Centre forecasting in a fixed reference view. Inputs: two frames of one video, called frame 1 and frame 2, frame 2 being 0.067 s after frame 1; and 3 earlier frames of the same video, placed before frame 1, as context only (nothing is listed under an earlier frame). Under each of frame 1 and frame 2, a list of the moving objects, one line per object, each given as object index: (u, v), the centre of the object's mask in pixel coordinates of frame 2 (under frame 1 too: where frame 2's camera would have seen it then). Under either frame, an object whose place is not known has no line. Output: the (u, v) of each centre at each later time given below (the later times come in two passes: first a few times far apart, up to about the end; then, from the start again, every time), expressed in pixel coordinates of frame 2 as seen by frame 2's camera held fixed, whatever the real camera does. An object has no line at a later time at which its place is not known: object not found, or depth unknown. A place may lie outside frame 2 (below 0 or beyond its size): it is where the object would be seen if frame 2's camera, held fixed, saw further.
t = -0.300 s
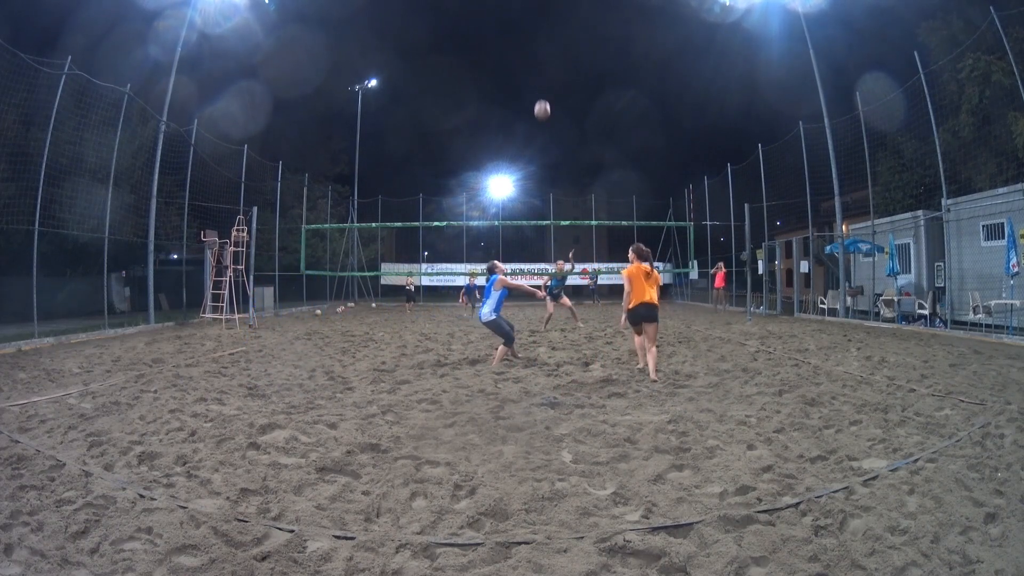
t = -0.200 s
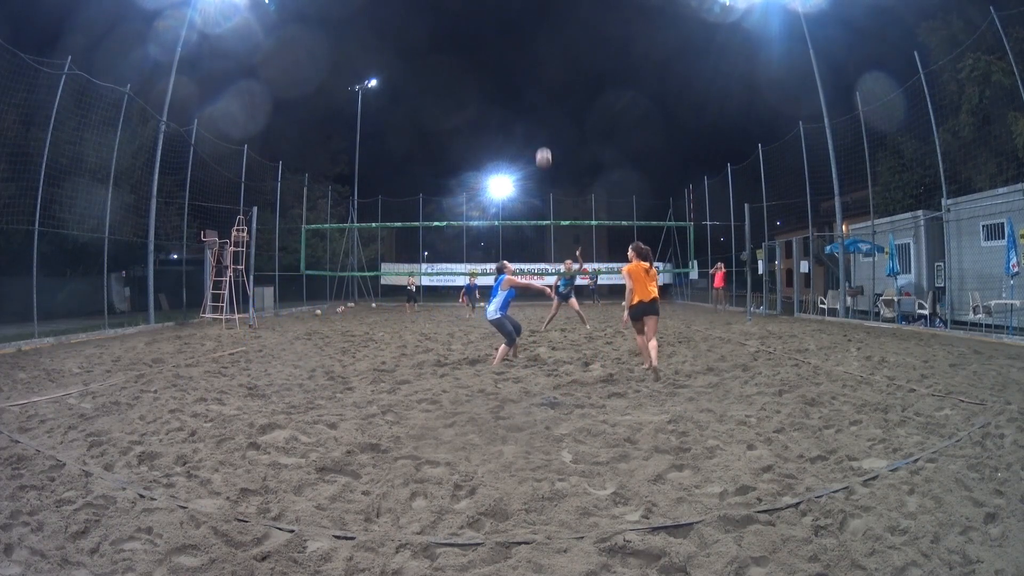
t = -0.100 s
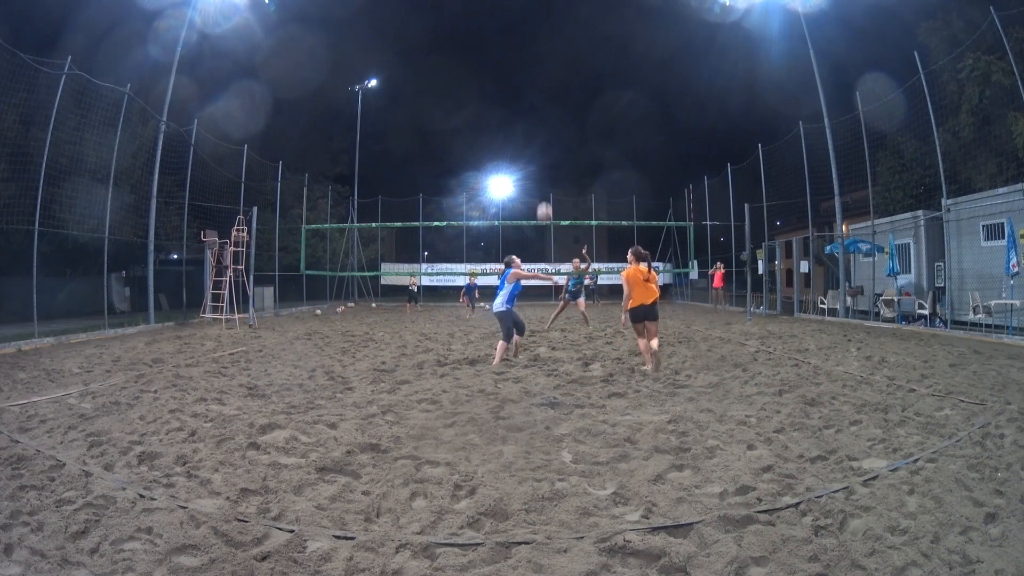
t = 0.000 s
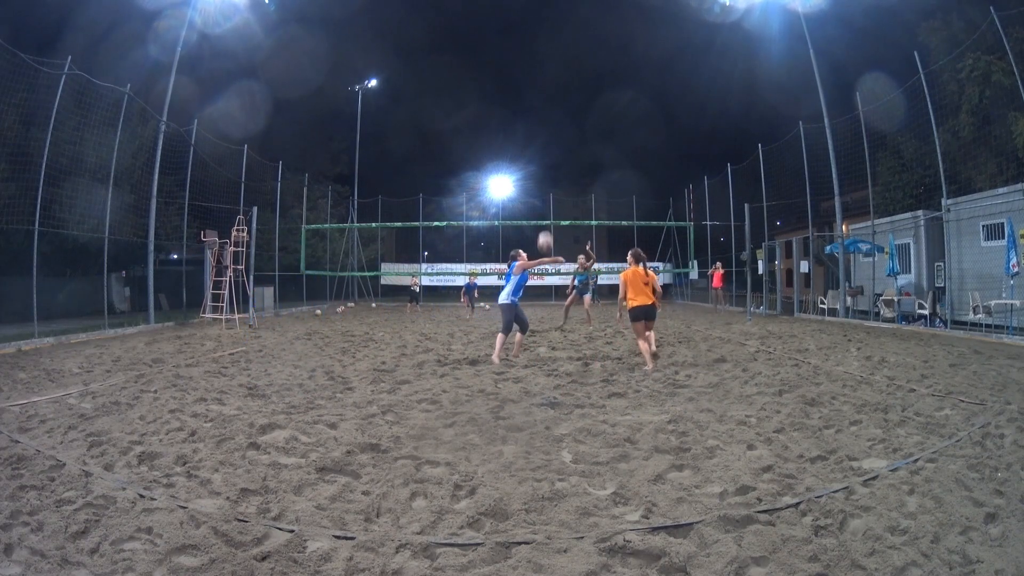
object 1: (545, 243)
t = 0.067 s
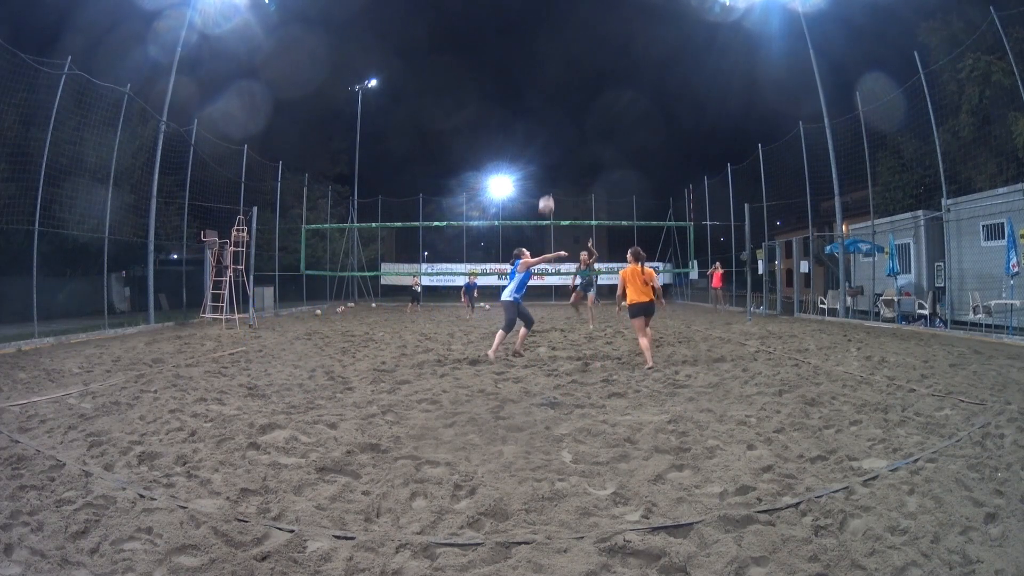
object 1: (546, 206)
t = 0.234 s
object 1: (549, 134)
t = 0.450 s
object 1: (551, 77)
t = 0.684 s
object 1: (553, 49)
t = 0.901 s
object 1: (555, 49)
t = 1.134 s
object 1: (560, 76)
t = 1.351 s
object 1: (565, 130)
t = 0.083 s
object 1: (547, 197)
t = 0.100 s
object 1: (547, 189)
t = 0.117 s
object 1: (547, 181)
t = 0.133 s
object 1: (547, 173)
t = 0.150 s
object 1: (548, 166)
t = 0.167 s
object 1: (548, 160)
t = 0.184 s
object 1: (548, 153)
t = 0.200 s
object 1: (548, 146)
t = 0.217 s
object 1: (548, 140)
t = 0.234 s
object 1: (549, 134)
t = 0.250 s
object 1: (549, 129)
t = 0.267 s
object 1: (549, 123)
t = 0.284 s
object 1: (549, 118)
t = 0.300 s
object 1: (549, 113)
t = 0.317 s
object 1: (550, 108)
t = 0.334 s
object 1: (550, 104)
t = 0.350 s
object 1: (550, 99)
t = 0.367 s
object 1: (550, 95)
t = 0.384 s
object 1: (550, 91)
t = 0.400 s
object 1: (550, 87)
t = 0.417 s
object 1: (550, 83)
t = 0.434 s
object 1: (550, 80)
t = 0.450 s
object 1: (551, 77)
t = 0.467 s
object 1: (551, 74)
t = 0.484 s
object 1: (551, 71)
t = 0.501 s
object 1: (551, 68)
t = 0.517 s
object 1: (551, 66)
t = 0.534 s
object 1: (551, 63)
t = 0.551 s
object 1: (551, 61)
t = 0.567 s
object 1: (551, 59)
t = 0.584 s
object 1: (552, 58)
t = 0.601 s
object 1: (552, 56)
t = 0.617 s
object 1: (552, 54)
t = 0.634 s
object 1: (552, 53)
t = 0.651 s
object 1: (552, 51)
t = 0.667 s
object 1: (552, 50)
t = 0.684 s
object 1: (553, 49)
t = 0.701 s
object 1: (553, 48)
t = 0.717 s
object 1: (553, 48)
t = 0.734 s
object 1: (553, 47)
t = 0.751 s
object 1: (553, 47)
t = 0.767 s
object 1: (554, 46)
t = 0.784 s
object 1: (554, 46)
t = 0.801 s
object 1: (554, 46)
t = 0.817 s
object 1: (554, 46)
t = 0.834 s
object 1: (555, 46)
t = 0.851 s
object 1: (555, 47)
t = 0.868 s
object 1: (555, 47)
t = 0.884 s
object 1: (555, 48)
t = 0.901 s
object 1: (555, 49)
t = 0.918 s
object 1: (556, 50)
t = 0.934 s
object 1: (556, 51)
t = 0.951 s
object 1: (556, 52)
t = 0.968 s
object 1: (557, 54)
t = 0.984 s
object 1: (557, 55)
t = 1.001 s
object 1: (557, 57)
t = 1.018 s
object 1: (557, 59)
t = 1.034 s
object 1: (558, 61)
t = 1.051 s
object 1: (558, 63)
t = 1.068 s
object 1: (558, 65)
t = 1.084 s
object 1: (559, 68)
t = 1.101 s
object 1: (559, 70)
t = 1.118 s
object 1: (559, 73)
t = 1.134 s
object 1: (560, 76)
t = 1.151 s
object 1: (560, 79)
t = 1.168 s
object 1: (560, 82)
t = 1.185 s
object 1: (561, 86)
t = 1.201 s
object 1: (561, 89)
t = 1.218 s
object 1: (562, 93)
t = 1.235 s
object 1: (562, 97)
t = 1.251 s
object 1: (563, 101)
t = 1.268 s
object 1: (563, 106)
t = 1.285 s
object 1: (563, 110)
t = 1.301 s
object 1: (564, 115)
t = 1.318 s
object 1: (564, 120)
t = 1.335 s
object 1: (565, 125)
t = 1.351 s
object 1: (565, 130)
